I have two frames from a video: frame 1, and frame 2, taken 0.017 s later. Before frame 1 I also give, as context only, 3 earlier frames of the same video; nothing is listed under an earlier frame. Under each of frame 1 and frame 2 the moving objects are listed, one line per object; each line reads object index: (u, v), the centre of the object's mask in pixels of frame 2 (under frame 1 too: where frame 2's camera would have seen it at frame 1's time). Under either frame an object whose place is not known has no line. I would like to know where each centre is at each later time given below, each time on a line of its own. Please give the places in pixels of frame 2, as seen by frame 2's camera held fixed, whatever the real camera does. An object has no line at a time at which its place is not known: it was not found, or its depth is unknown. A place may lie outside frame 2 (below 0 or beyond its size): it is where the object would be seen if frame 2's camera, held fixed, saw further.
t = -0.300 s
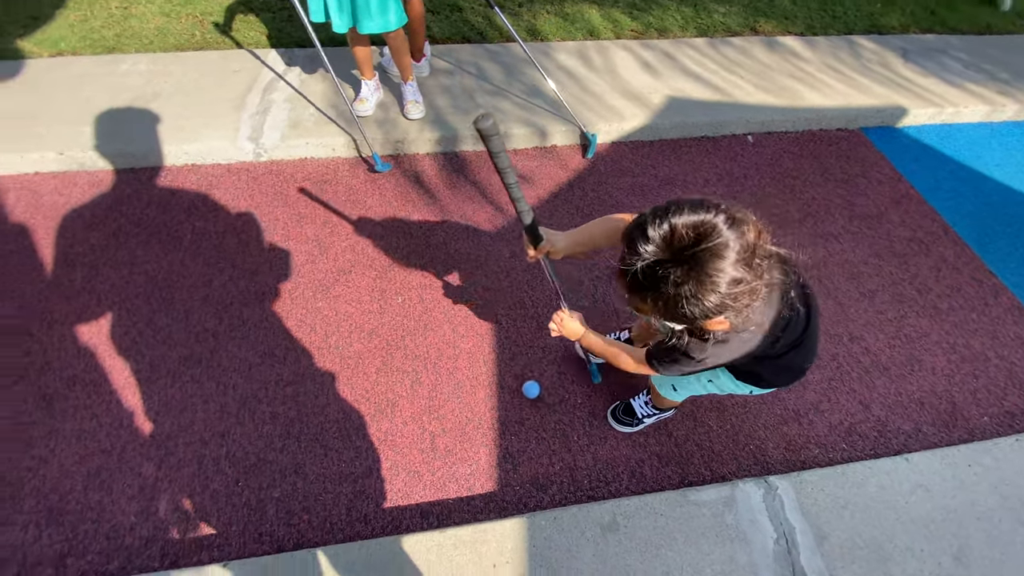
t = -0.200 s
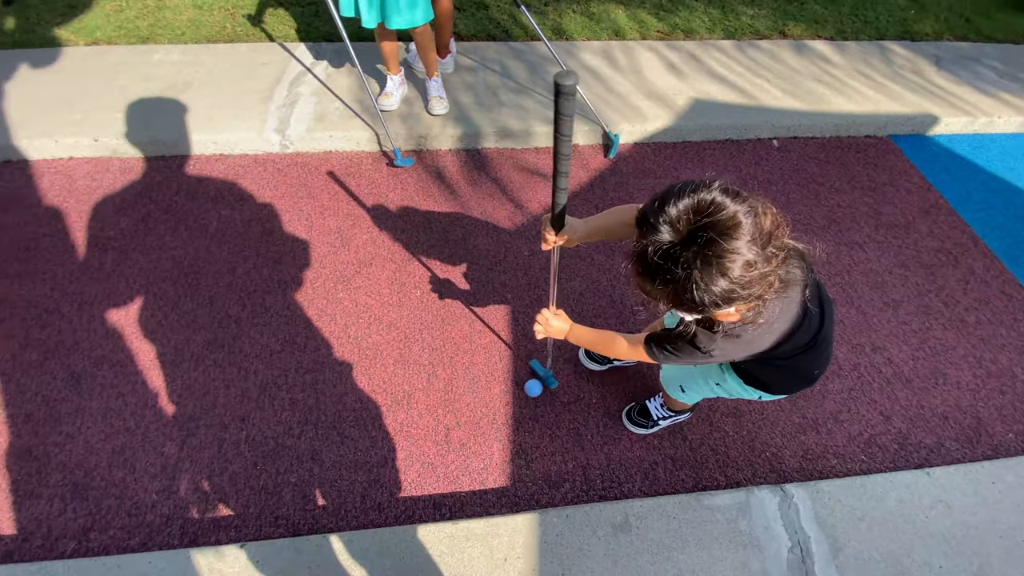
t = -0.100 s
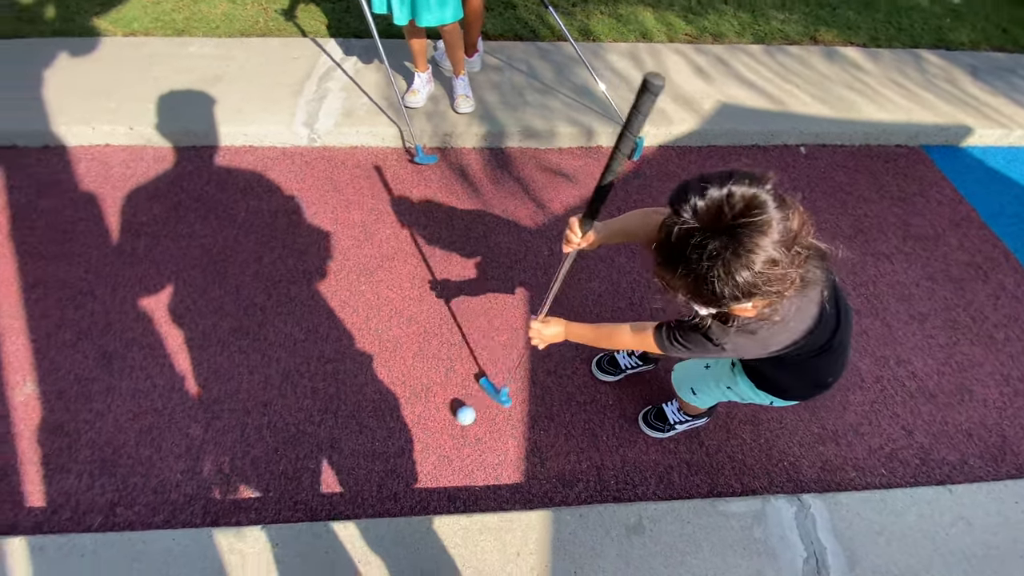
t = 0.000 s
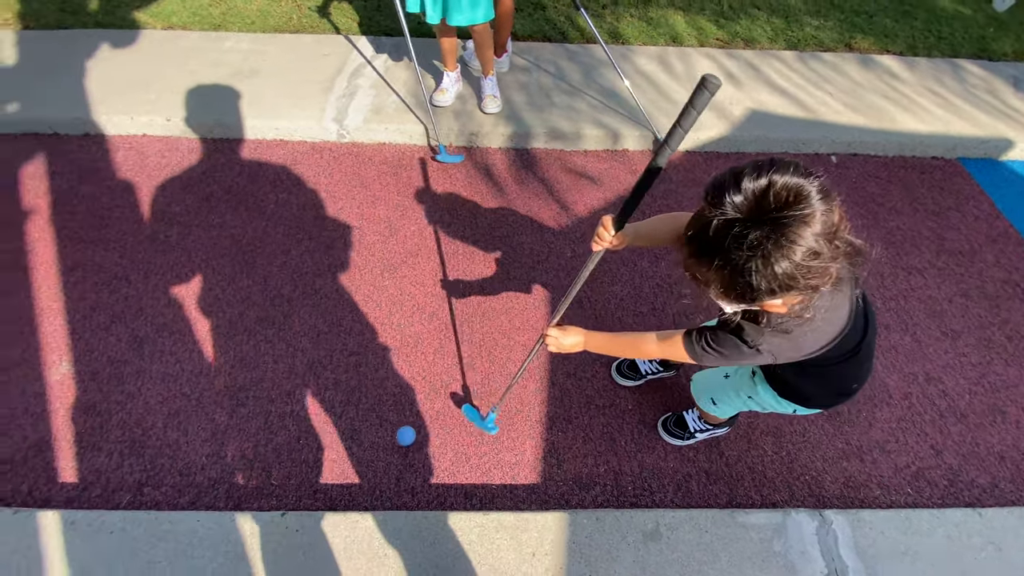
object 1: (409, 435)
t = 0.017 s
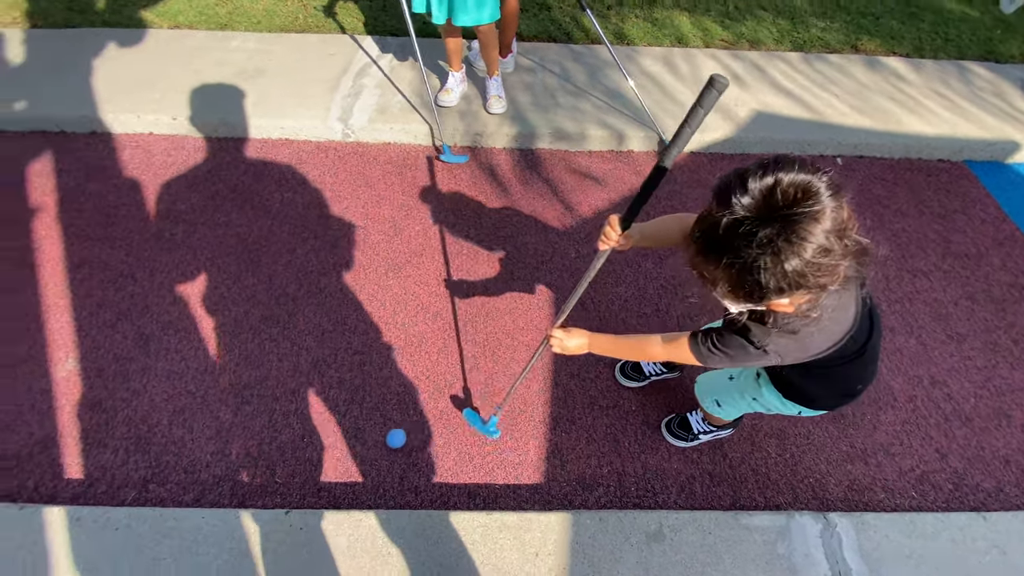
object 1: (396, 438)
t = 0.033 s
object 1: (383, 442)
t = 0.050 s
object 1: (370, 445)
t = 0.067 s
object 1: (357, 449)
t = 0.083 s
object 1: (343, 449)
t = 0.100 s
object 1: (330, 452)
